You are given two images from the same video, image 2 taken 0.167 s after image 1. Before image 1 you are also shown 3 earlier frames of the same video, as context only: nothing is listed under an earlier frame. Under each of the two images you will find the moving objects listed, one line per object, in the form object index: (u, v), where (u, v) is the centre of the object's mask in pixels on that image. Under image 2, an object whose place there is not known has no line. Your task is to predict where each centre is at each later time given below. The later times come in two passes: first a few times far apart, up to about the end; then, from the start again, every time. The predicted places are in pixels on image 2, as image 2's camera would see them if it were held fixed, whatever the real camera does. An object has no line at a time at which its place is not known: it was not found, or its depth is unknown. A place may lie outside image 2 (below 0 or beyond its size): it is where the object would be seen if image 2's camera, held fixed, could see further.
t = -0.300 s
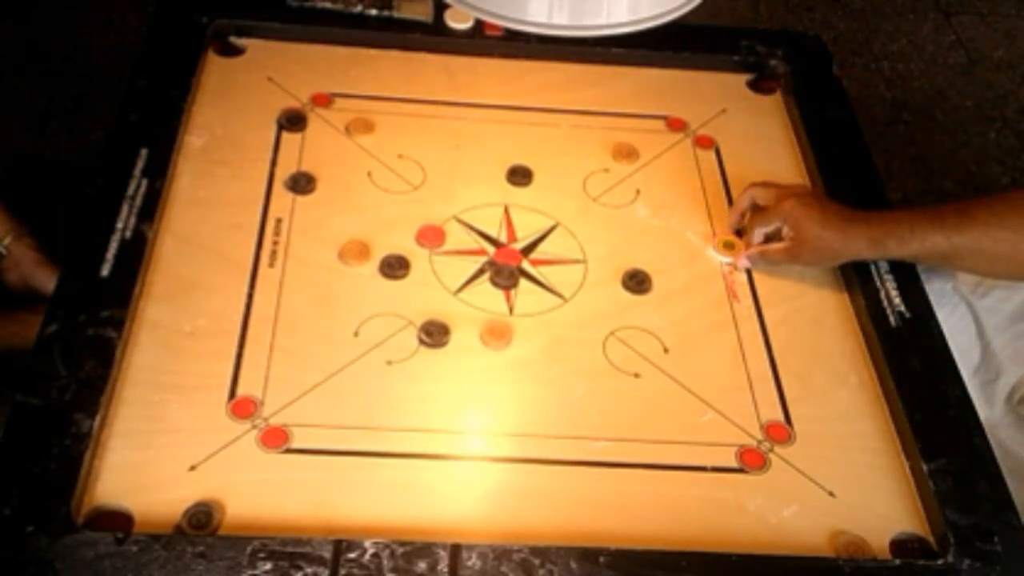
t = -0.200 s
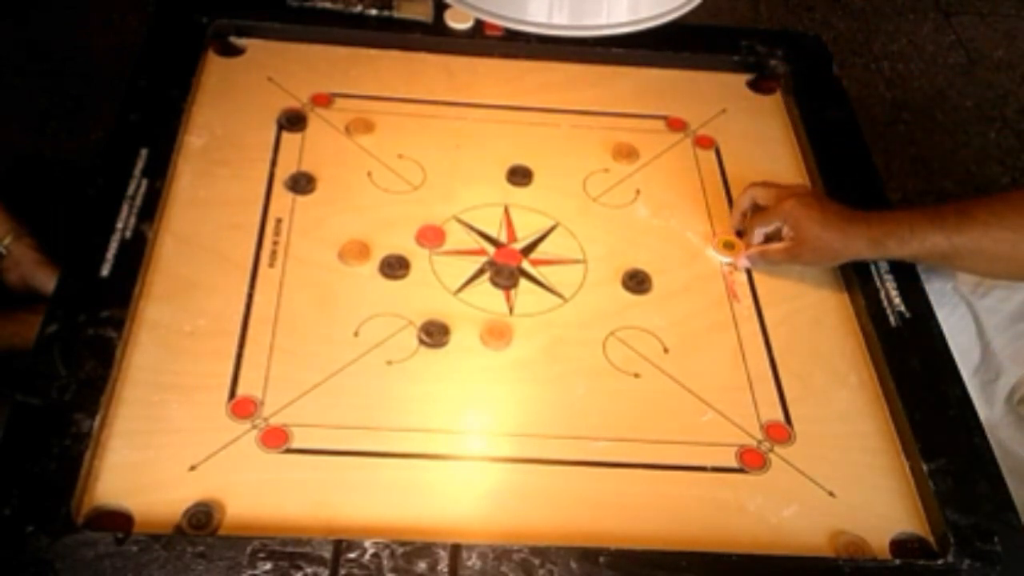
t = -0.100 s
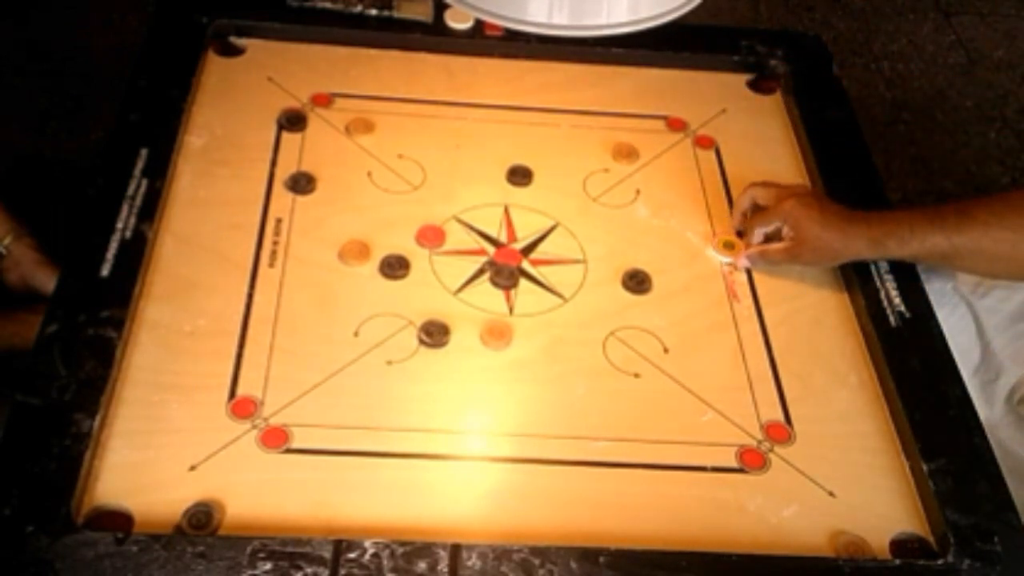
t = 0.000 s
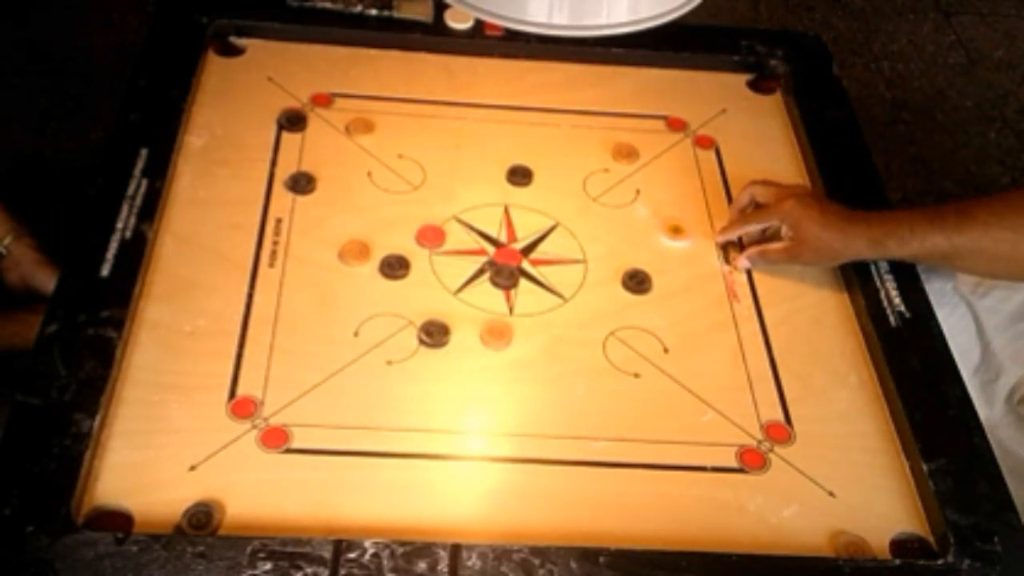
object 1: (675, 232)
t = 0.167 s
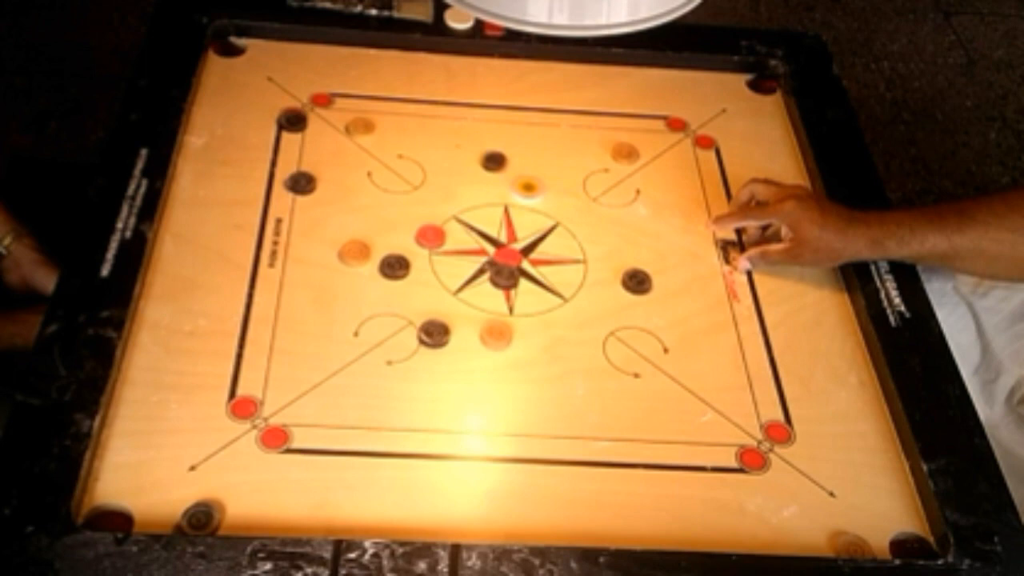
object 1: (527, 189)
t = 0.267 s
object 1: (483, 181)
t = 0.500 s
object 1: (424, 171)
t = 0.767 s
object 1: (420, 171)
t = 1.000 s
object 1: (420, 170)
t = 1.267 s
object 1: (420, 171)
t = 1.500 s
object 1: (420, 171)
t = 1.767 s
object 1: (420, 171)
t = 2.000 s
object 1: (420, 170)
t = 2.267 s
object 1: (420, 171)
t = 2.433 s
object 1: (420, 170)
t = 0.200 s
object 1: (511, 185)
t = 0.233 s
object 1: (496, 183)
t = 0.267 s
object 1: (483, 181)
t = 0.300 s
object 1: (471, 180)
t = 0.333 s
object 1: (461, 178)
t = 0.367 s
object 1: (452, 177)
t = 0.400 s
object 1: (443, 176)
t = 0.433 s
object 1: (433, 173)
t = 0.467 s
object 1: (427, 172)
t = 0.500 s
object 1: (424, 171)
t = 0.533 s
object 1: (422, 170)
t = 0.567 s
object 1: (420, 171)
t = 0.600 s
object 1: (420, 171)
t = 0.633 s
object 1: (420, 171)
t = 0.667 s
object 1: (420, 170)
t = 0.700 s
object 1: (420, 170)
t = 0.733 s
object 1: (421, 170)
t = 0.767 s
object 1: (420, 171)
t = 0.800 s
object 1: (420, 171)
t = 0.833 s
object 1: (420, 170)
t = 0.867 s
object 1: (420, 171)
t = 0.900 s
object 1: (420, 170)
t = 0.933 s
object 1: (420, 170)
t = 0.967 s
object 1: (420, 171)
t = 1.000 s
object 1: (420, 170)
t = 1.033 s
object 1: (420, 171)
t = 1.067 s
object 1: (420, 171)
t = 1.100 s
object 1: (420, 171)
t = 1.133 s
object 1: (420, 171)
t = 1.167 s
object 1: (420, 171)
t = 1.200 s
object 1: (420, 171)
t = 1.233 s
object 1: (420, 171)
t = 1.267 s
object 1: (420, 171)
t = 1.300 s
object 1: (420, 171)
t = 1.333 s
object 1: (420, 171)
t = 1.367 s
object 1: (420, 171)
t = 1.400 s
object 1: (420, 171)
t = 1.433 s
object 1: (420, 171)
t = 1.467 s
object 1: (420, 171)
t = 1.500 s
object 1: (420, 171)
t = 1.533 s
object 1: (420, 171)
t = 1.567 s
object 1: (420, 170)
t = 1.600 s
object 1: (420, 170)
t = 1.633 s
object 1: (420, 170)
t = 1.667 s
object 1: (420, 171)
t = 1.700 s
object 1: (420, 170)
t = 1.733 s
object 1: (420, 171)
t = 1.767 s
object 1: (420, 171)
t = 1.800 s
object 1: (420, 171)
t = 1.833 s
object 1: (420, 171)
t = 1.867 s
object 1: (420, 171)
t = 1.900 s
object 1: (420, 171)
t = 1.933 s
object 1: (420, 171)
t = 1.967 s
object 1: (420, 171)
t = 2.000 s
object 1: (420, 170)
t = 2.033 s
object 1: (420, 170)
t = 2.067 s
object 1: (420, 170)
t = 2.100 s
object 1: (420, 170)
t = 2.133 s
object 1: (420, 170)
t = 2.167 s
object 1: (420, 171)
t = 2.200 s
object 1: (420, 171)
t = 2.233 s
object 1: (420, 171)
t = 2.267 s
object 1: (420, 171)
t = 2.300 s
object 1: (420, 171)
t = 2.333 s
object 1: (420, 171)
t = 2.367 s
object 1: (420, 170)
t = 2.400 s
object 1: (420, 170)
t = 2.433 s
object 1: (420, 170)
